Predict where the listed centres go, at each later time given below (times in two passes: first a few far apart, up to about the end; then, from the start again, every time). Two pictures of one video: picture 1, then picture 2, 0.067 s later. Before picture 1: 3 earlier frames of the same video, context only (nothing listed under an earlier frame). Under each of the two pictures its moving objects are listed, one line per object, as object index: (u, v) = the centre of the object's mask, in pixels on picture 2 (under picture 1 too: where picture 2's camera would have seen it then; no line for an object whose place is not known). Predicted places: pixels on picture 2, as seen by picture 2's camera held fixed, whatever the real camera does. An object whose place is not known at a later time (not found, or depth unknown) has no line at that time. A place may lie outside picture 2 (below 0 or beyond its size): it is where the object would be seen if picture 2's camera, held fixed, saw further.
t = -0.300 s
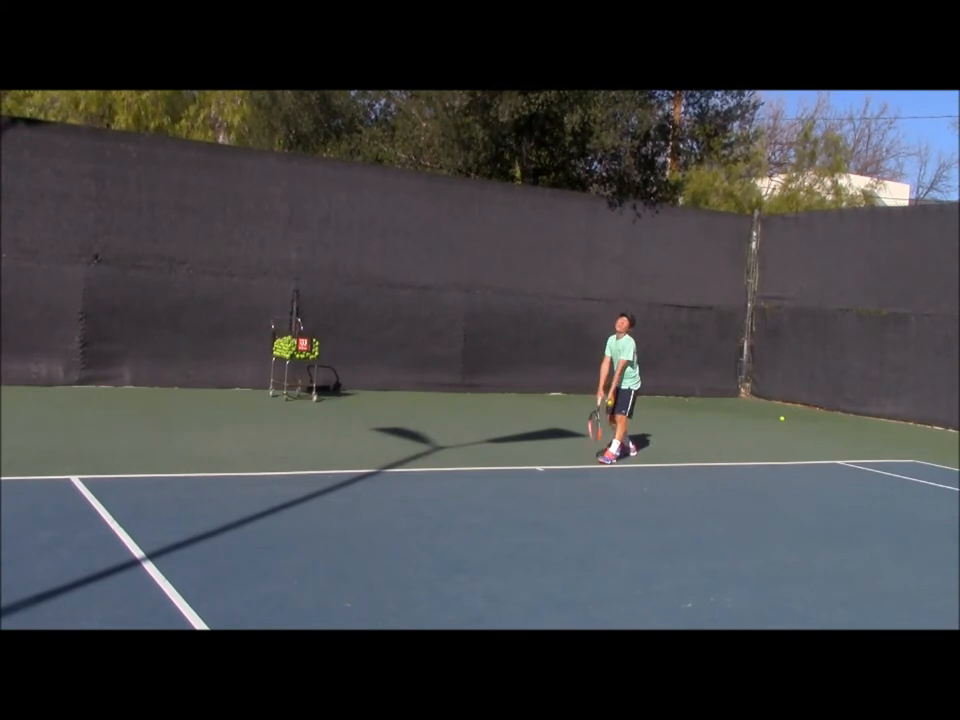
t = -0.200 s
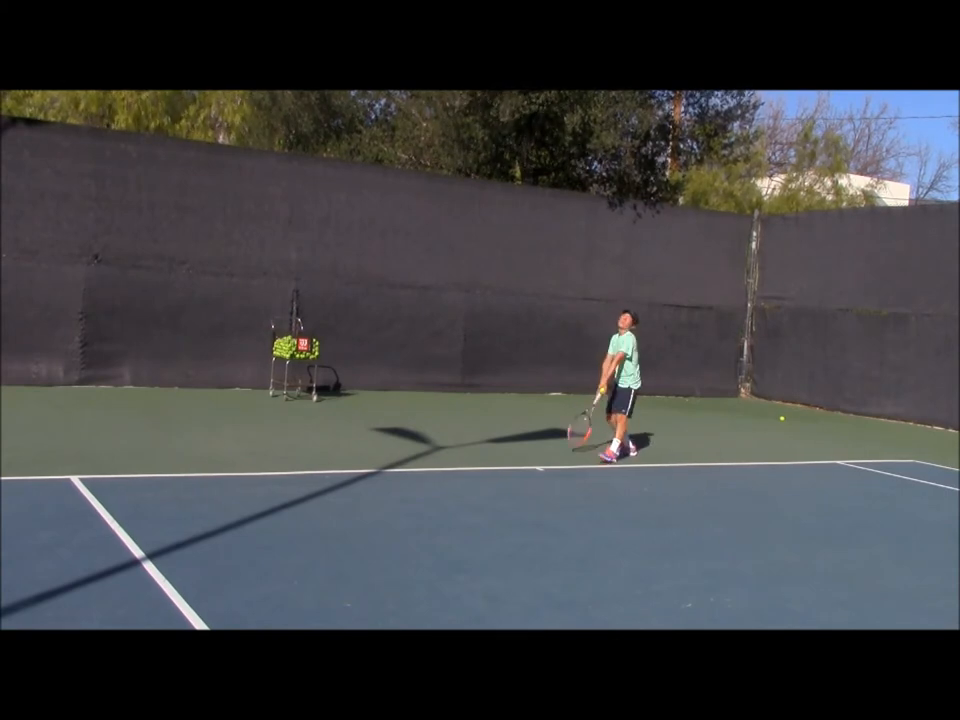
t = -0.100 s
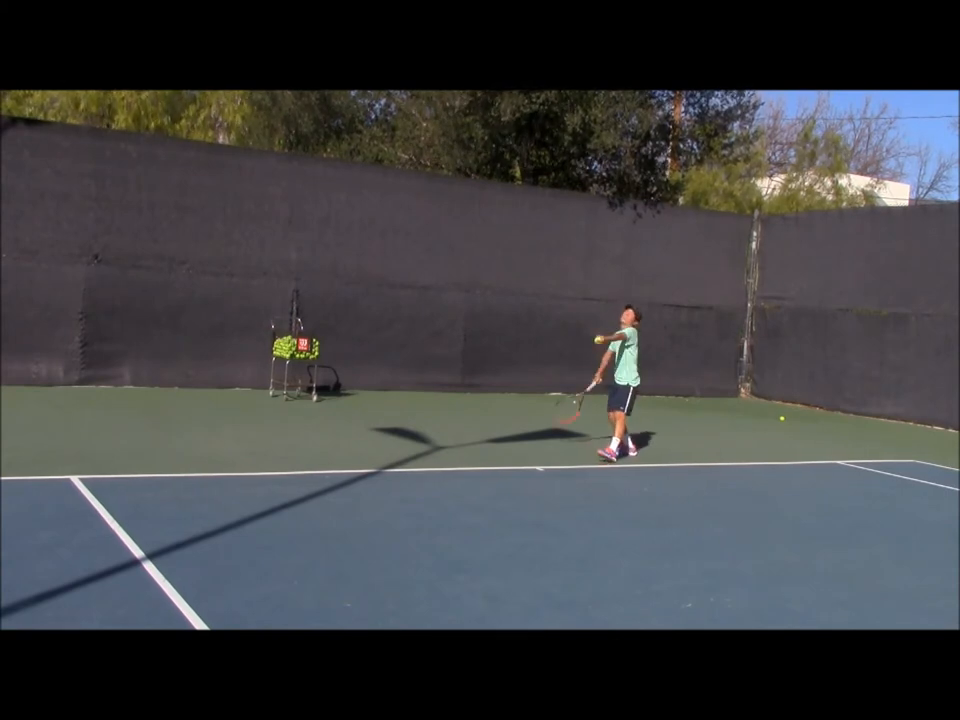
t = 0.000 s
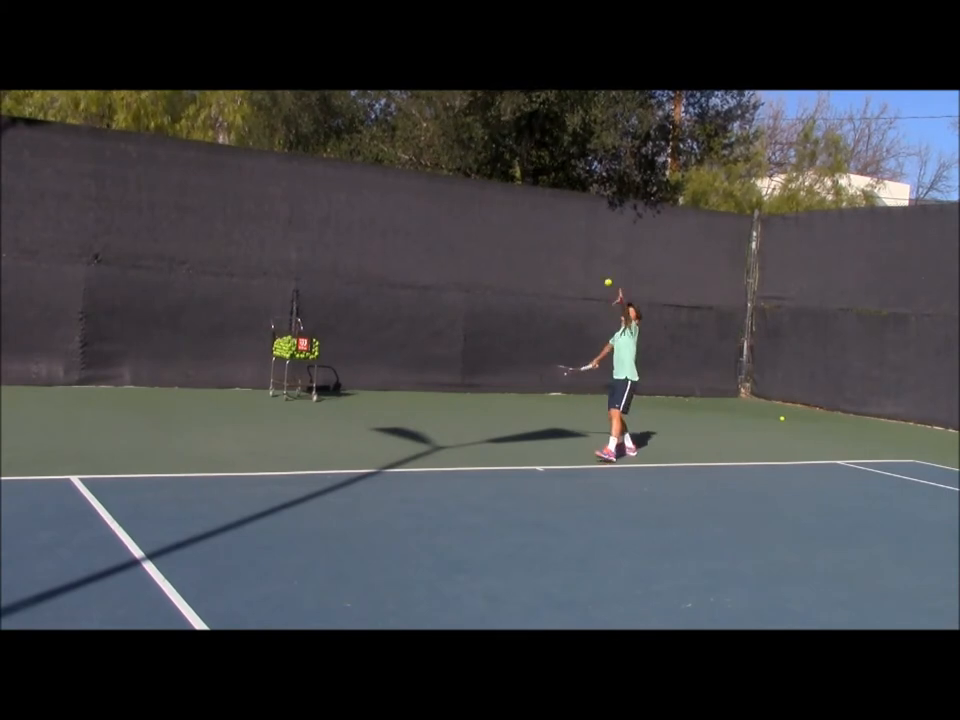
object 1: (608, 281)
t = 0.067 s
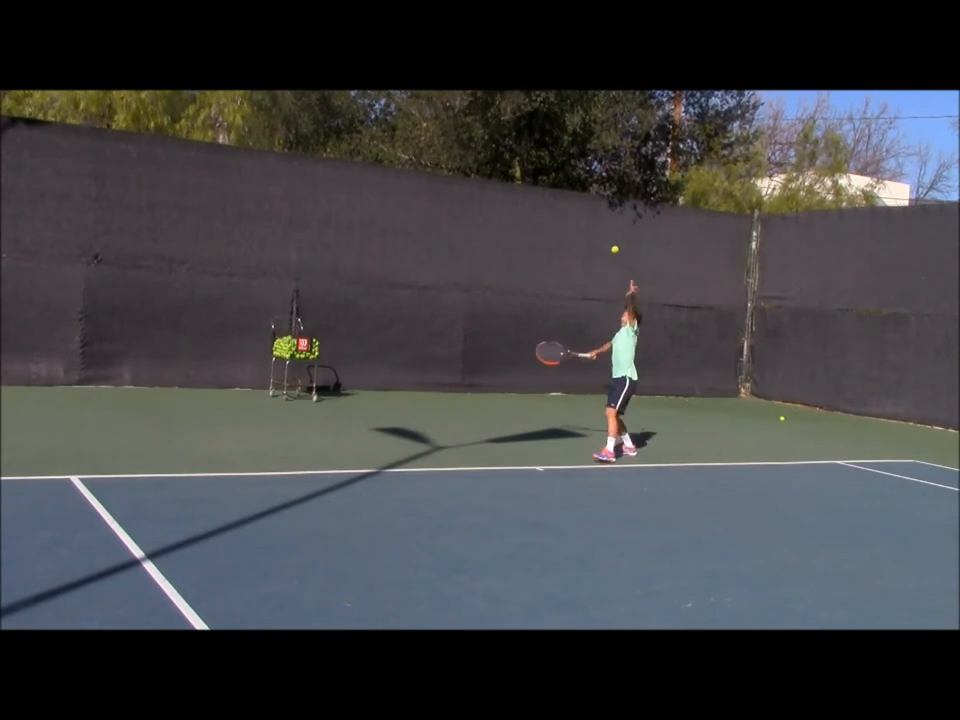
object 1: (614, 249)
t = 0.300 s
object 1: (635, 170)
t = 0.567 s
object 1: (655, 147)
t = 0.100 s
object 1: (617, 234)
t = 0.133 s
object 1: (621, 220)
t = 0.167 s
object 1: (624, 208)
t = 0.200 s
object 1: (627, 197)
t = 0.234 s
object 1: (629, 187)
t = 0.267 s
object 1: (632, 178)
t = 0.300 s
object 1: (635, 170)
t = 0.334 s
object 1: (638, 163)
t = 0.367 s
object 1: (640, 158)
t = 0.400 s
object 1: (643, 153)
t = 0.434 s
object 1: (646, 150)
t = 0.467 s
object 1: (648, 147)
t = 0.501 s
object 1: (651, 146)
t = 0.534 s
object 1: (653, 147)
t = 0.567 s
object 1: (655, 147)
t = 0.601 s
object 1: (657, 150)
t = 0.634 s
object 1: (659, 153)
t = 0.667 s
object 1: (661, 158)
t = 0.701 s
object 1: (663, 164)
